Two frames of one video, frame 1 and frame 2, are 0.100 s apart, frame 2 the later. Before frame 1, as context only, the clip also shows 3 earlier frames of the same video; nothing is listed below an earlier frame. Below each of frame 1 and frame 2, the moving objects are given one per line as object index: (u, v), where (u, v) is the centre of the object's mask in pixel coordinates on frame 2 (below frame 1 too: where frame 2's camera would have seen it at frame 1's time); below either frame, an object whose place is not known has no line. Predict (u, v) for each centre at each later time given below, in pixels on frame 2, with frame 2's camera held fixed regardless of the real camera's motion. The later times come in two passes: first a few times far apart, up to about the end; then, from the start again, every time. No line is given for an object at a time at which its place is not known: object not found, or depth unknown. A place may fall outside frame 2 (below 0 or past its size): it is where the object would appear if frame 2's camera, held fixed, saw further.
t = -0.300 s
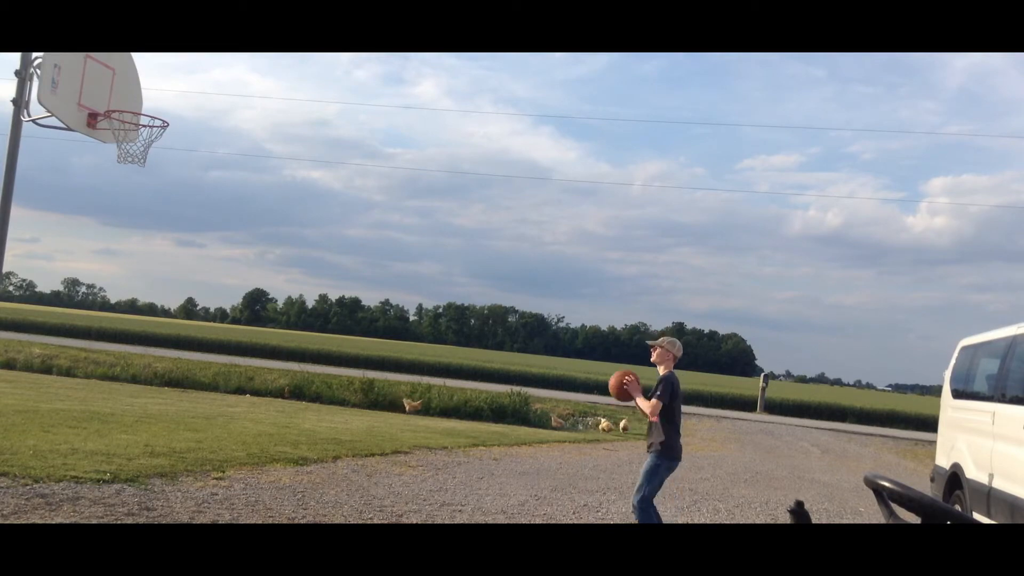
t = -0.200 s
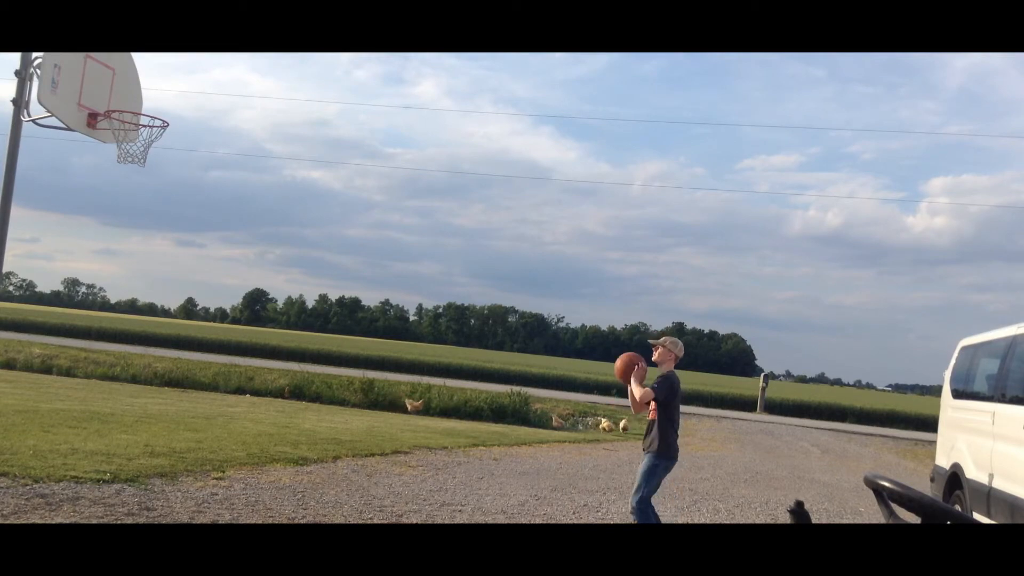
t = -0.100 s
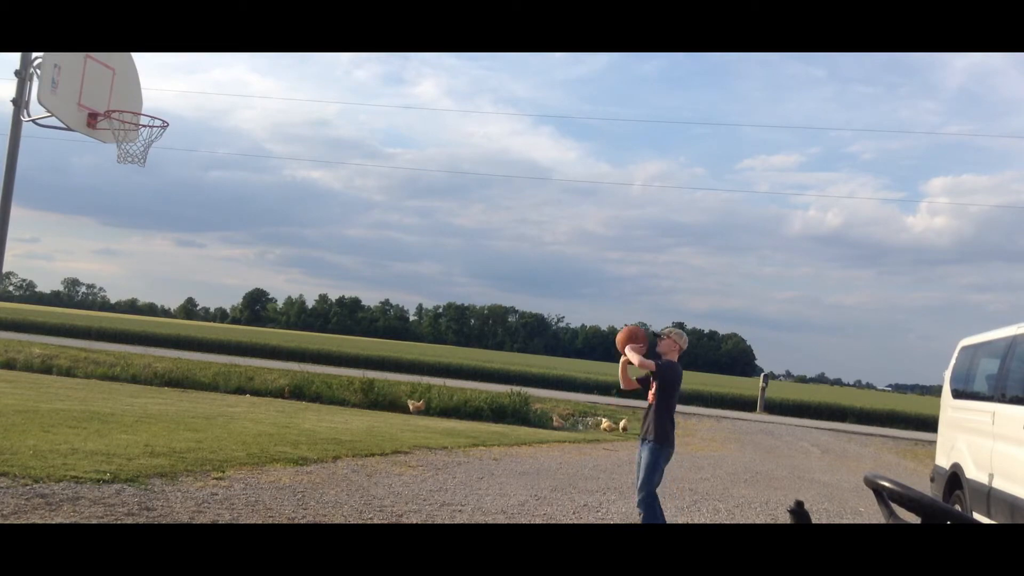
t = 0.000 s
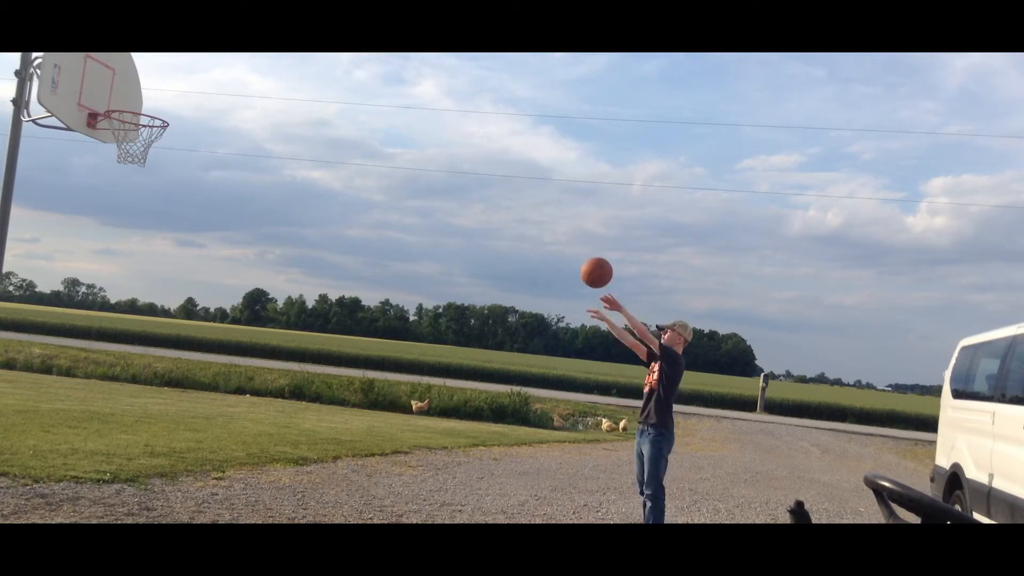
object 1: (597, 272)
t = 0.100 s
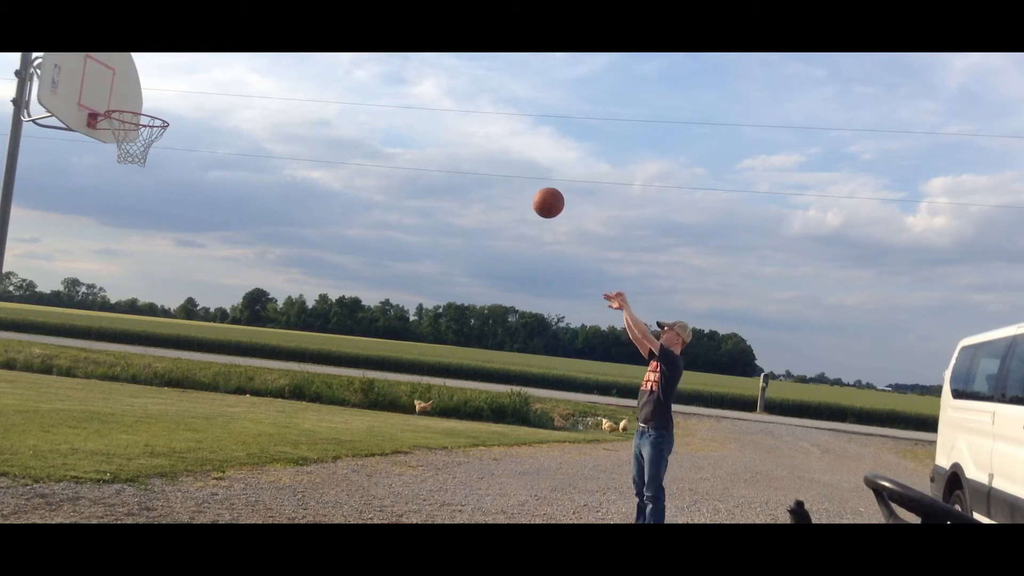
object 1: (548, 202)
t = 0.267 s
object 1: (468, 115)
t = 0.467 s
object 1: (367, 61)
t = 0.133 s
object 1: (533, 182)
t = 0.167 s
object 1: (516, 163)
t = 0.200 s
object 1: (500, 146)
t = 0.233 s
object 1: (484, 129)
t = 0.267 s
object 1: (468, 115)
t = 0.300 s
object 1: (452, 102)
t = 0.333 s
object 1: (435, 90)
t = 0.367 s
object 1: (418, 79)
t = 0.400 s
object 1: (401, 70)
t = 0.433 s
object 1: (384, 64)
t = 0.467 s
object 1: (367, 61)
